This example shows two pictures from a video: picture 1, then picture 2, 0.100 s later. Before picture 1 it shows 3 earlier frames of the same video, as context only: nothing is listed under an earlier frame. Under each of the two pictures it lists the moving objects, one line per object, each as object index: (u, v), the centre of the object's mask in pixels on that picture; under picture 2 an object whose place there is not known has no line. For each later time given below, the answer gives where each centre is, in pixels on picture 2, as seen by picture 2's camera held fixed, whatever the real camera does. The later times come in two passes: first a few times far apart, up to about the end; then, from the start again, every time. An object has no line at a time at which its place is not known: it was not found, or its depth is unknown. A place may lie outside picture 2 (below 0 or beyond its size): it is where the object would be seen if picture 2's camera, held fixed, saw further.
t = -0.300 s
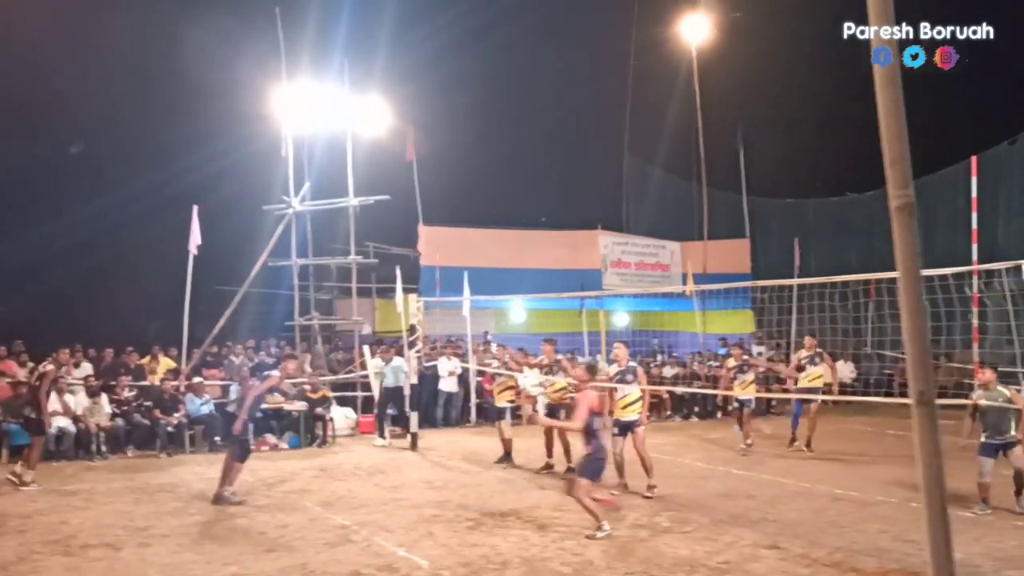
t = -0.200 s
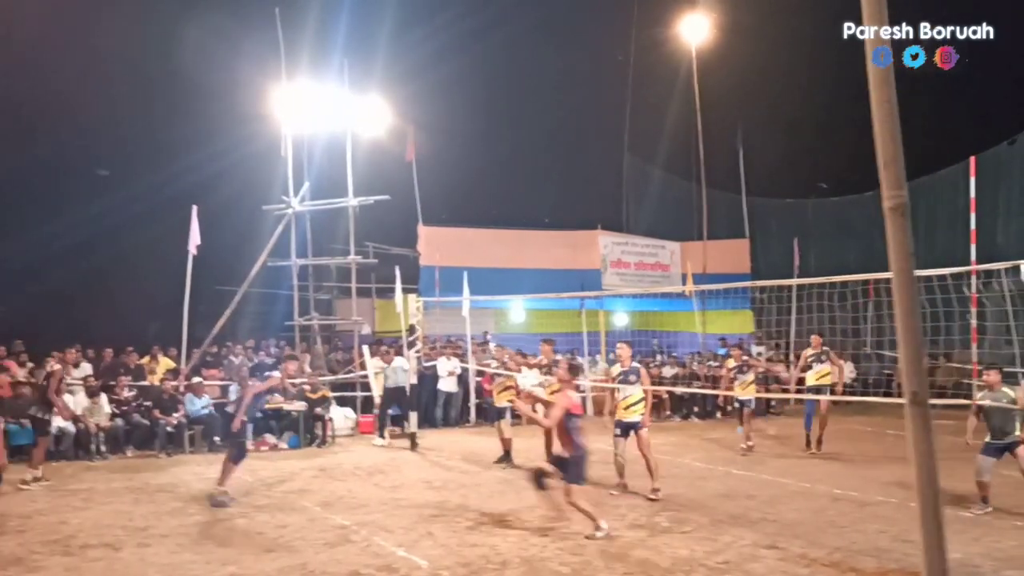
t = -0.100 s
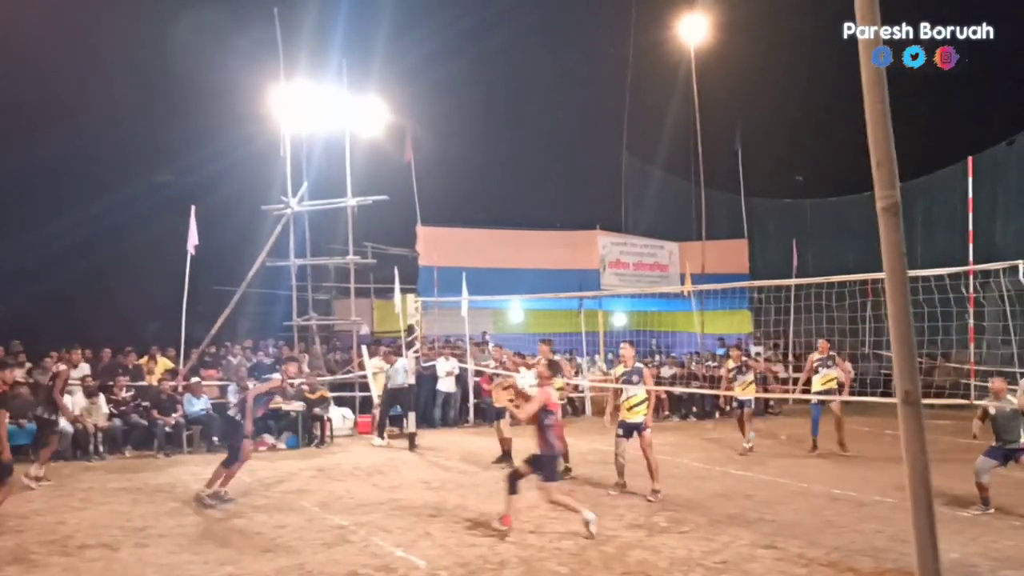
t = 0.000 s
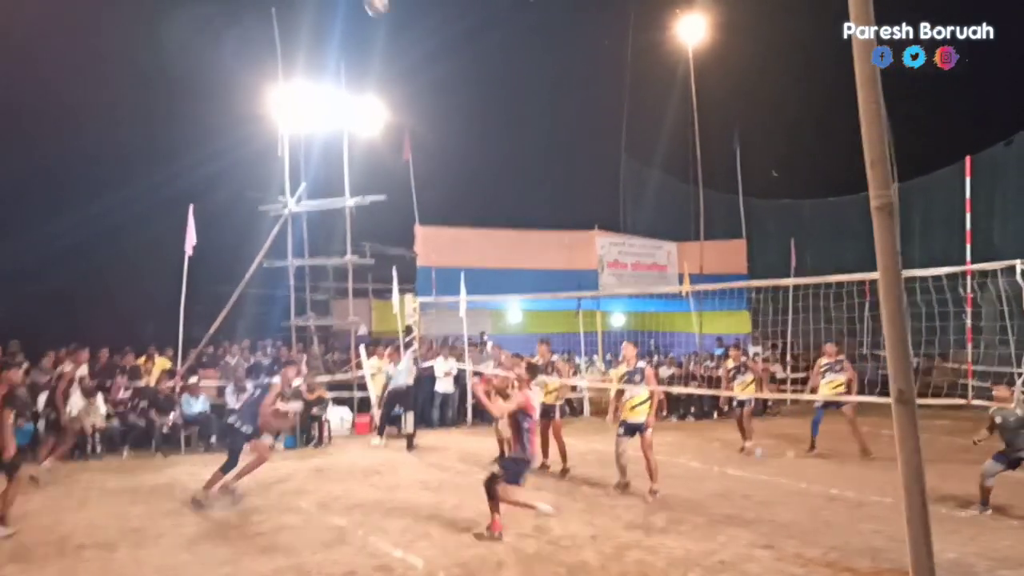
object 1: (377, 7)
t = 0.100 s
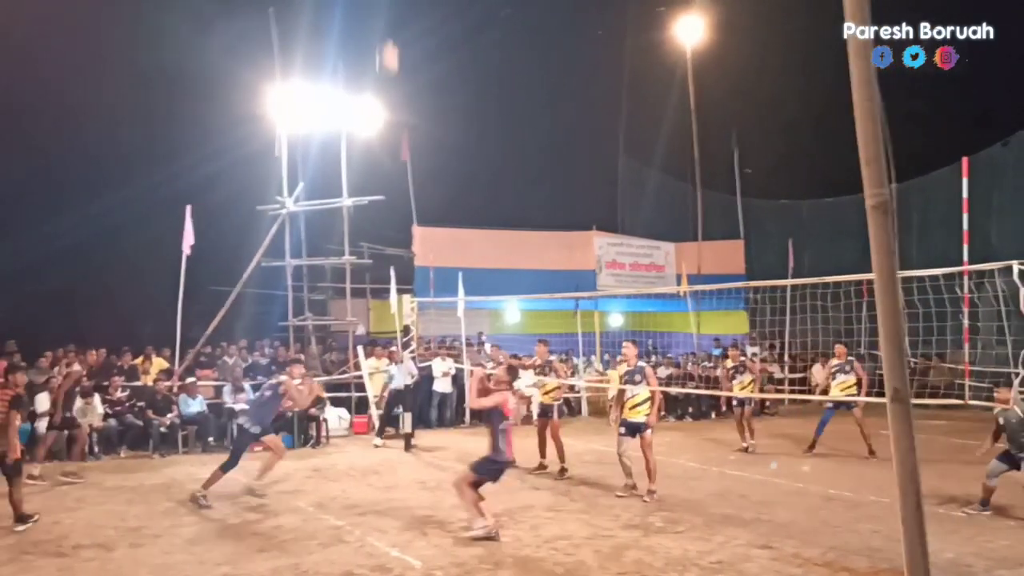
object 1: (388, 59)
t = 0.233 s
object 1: (407, 148)
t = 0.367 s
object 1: (433, 255)
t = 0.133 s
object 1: (394, 81)
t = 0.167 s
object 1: (400, 102)
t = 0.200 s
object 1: (403, 124)
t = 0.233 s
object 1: (407, 148)
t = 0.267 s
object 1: (414, 174)
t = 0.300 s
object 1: (418, 200)
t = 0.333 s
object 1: (423, 228)
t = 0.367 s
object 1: (433, 255)
